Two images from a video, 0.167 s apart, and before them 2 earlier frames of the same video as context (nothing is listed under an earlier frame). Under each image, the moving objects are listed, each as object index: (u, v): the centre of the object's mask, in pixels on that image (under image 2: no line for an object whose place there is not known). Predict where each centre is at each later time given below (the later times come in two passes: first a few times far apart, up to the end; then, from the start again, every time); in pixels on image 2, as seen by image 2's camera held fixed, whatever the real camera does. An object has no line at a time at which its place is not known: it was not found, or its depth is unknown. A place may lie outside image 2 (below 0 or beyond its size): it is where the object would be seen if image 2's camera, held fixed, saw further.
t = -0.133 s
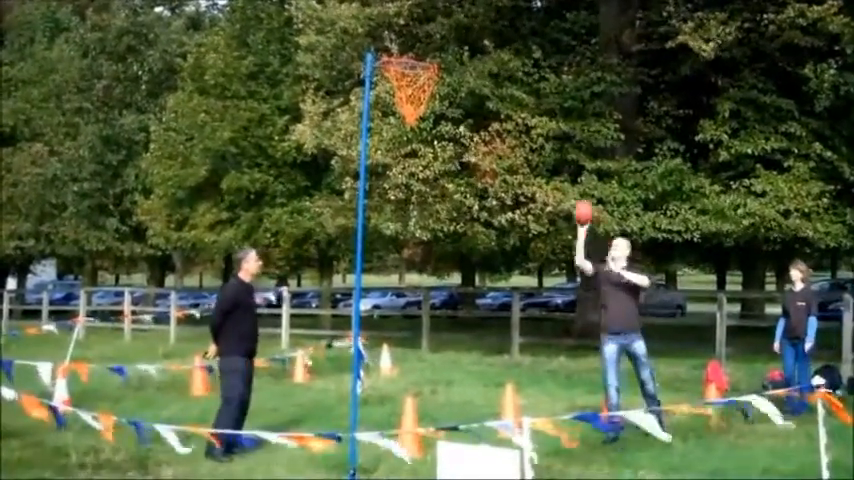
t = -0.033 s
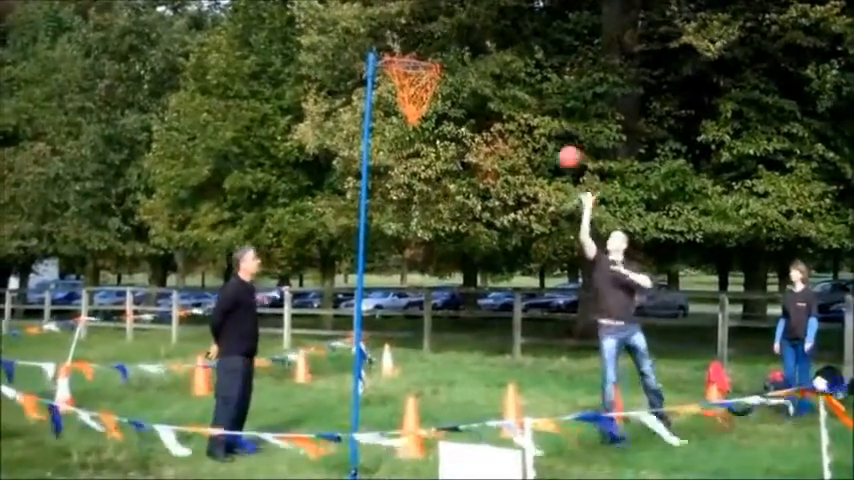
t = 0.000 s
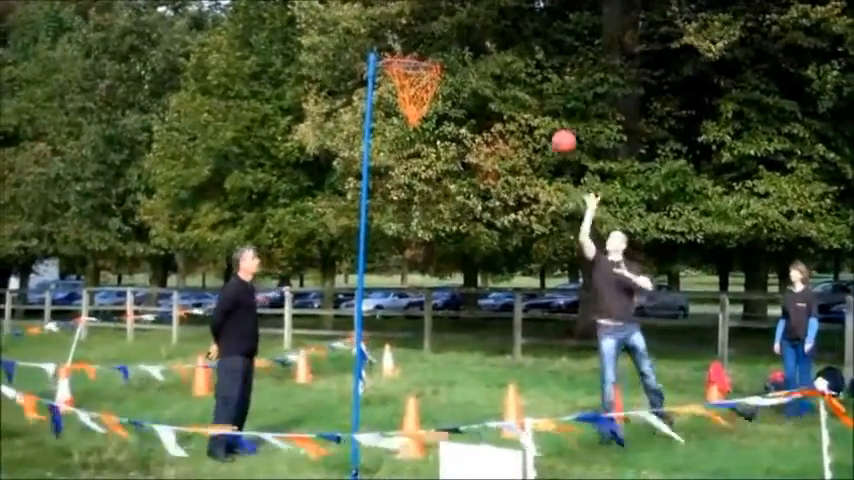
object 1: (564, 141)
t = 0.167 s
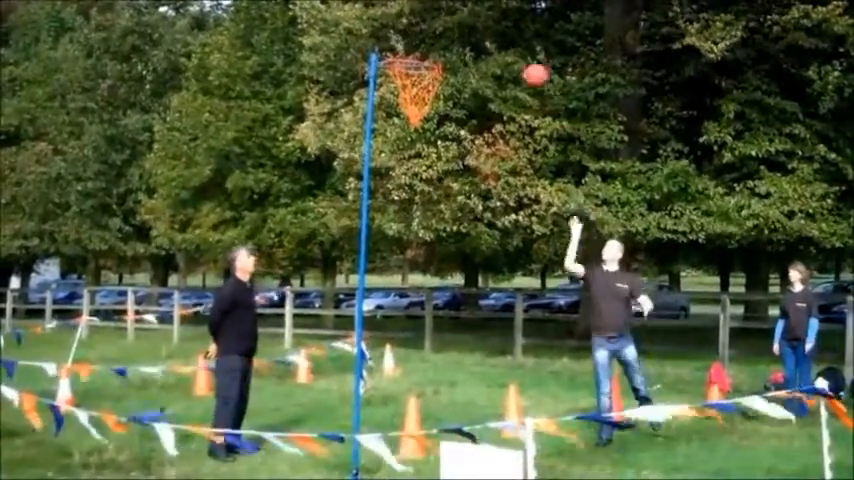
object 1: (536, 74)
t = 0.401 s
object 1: (491, 28)
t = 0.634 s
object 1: (442, 44)
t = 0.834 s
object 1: (406, 66)
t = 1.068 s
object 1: (392, 100)
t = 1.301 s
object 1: (411, 185)
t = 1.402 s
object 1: (418, 245)
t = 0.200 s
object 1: (529, 64)
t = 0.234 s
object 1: (523, 54)
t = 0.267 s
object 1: (517, 47)
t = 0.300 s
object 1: (510, 40)
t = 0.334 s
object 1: (504, 35)
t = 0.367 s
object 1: (497, 30)
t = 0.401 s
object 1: (491, 28)
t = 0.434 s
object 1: (485, 26)
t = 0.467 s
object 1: (477, 25)
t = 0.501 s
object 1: (471, 26)
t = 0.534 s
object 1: (464, 28)
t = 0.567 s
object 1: (457, 32)
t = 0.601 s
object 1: (449, 37)
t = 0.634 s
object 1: (442, 44)
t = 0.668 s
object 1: (434, 52)
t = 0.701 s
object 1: (428, 58)
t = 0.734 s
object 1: (424, 59)
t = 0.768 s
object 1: (418, 57)
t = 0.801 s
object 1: (411, 64)
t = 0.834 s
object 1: (406, 66)
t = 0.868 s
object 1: (401, 68)
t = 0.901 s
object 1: (396, 72)
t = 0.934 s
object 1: (396, 78)
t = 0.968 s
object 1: (393, 82)
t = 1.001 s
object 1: (392, 91)
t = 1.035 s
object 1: (393, 95)
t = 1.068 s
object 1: (392, 100)
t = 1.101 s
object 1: (395, 109)
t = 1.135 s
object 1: (398, 118)
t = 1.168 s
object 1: (399, 129)
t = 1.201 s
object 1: (402, 140)
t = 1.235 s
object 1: (404, 154)
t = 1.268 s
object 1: (406, 169)
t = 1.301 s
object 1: (411, 185)
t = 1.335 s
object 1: (413, 204)
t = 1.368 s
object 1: (415, 224)
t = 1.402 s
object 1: (418, 245)
